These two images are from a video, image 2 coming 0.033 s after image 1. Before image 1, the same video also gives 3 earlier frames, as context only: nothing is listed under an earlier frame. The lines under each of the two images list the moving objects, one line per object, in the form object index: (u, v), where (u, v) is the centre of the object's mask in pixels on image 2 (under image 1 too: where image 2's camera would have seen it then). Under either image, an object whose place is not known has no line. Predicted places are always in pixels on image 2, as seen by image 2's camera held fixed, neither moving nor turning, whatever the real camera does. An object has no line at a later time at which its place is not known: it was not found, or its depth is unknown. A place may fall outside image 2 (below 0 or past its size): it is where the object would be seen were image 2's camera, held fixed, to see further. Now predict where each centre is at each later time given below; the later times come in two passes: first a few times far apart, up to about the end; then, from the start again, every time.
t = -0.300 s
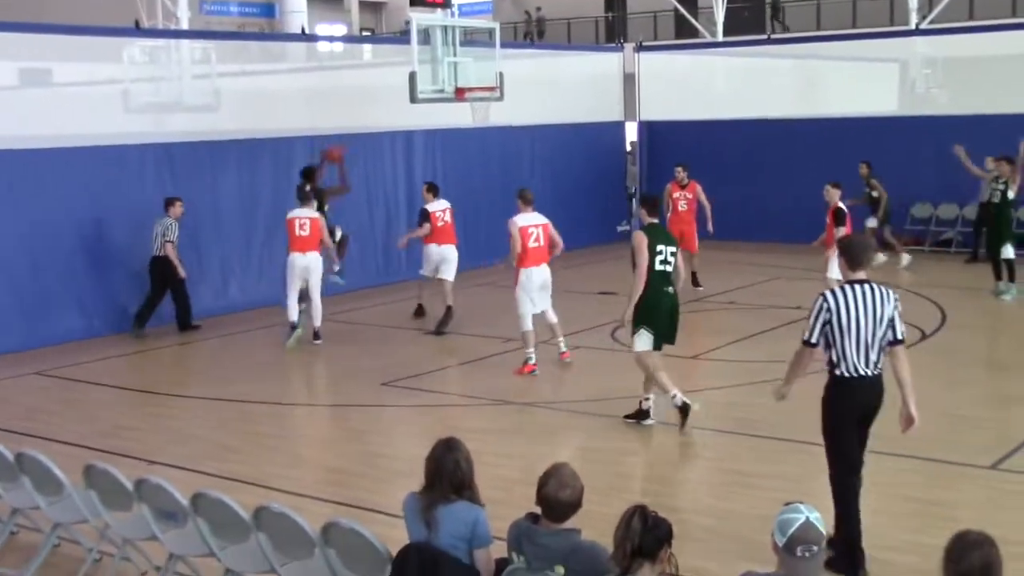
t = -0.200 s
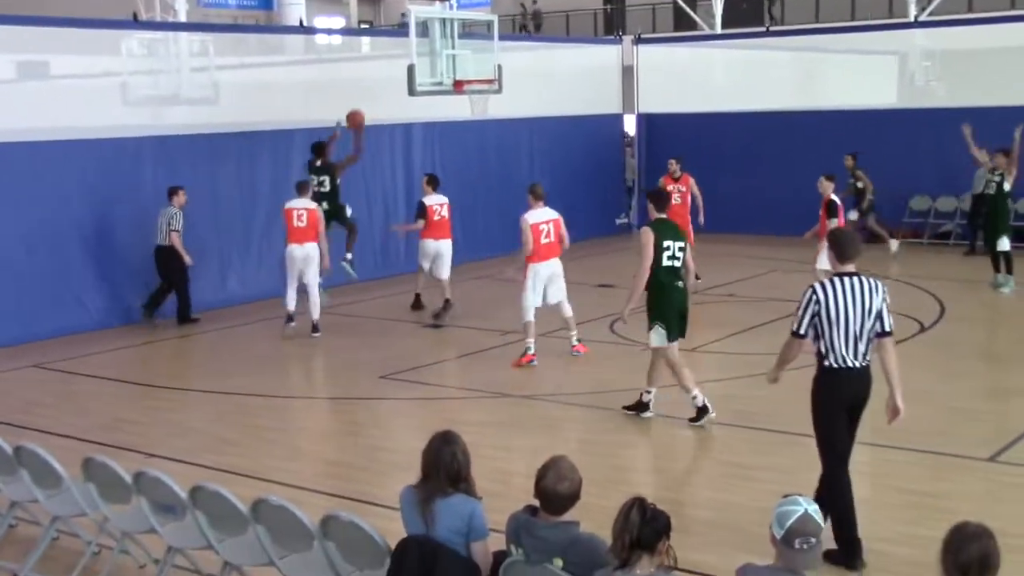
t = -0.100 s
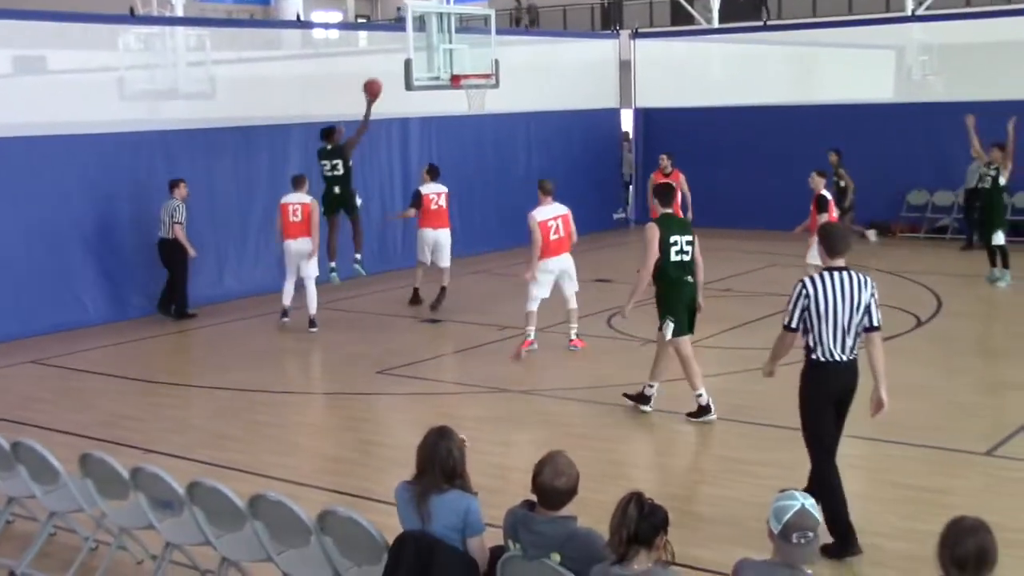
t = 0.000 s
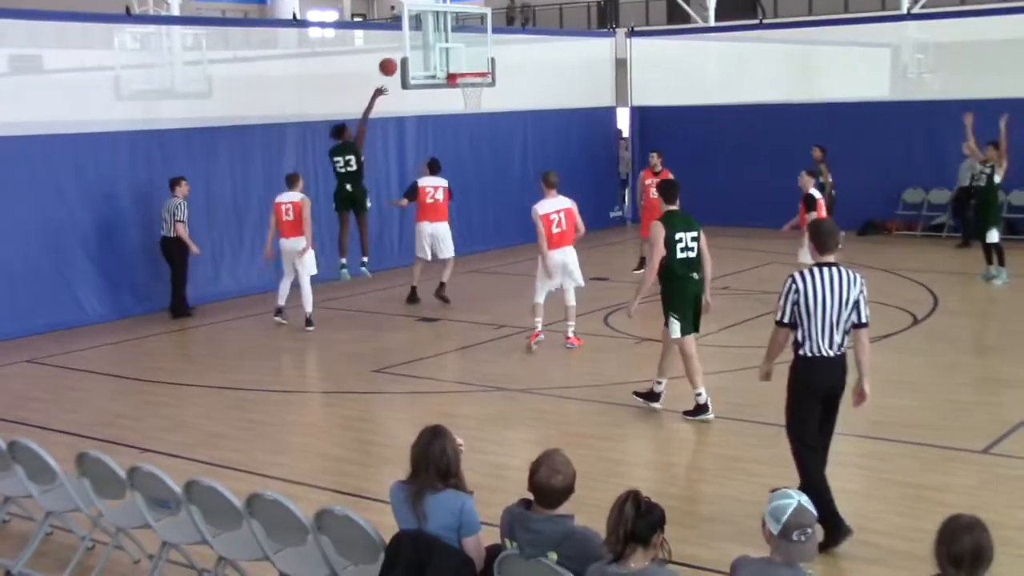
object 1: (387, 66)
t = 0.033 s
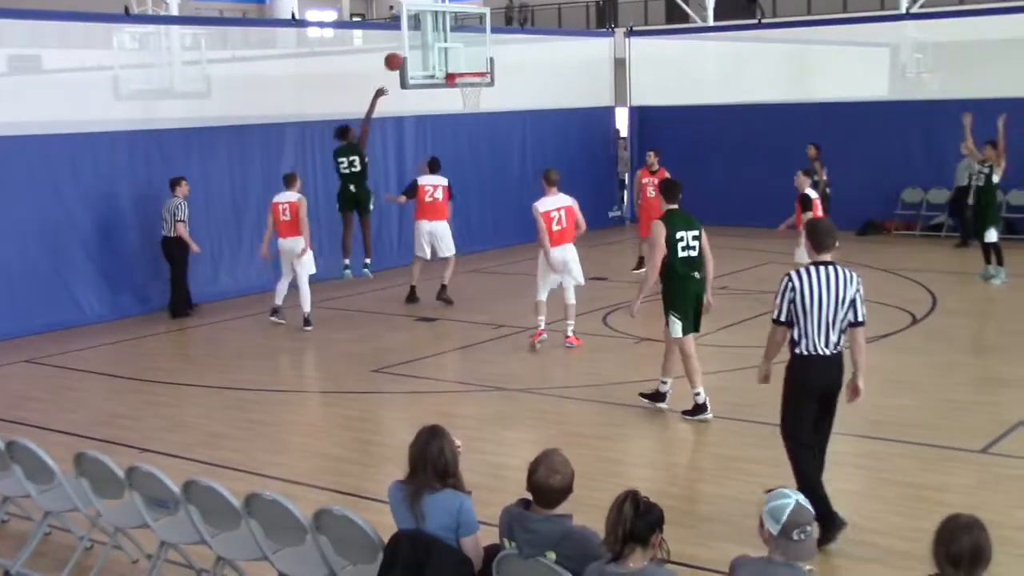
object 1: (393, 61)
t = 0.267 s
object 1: (437, 52)
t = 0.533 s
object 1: (476, 88)
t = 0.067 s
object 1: (399, 58)
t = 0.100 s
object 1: (406, 55)
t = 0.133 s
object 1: (412, 52)
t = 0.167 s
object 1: (419, 51)
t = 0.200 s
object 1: (425, 50)
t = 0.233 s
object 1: (430, 51)
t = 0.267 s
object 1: (437, 52)
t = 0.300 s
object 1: (443, 54)
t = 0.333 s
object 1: (449, 57)
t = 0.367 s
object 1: (455, 60)
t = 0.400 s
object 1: (461, 66)
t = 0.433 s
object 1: (466, 70)
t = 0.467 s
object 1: (472, 76)
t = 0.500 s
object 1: (476, 81)
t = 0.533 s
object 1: (476, 88)
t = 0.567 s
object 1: (477, 94)
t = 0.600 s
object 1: (477, 101)
